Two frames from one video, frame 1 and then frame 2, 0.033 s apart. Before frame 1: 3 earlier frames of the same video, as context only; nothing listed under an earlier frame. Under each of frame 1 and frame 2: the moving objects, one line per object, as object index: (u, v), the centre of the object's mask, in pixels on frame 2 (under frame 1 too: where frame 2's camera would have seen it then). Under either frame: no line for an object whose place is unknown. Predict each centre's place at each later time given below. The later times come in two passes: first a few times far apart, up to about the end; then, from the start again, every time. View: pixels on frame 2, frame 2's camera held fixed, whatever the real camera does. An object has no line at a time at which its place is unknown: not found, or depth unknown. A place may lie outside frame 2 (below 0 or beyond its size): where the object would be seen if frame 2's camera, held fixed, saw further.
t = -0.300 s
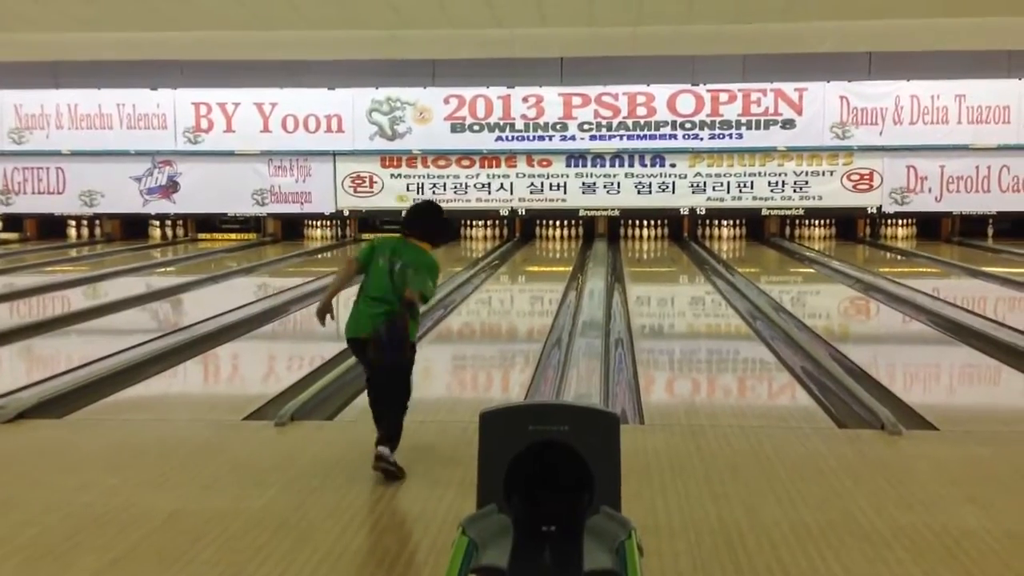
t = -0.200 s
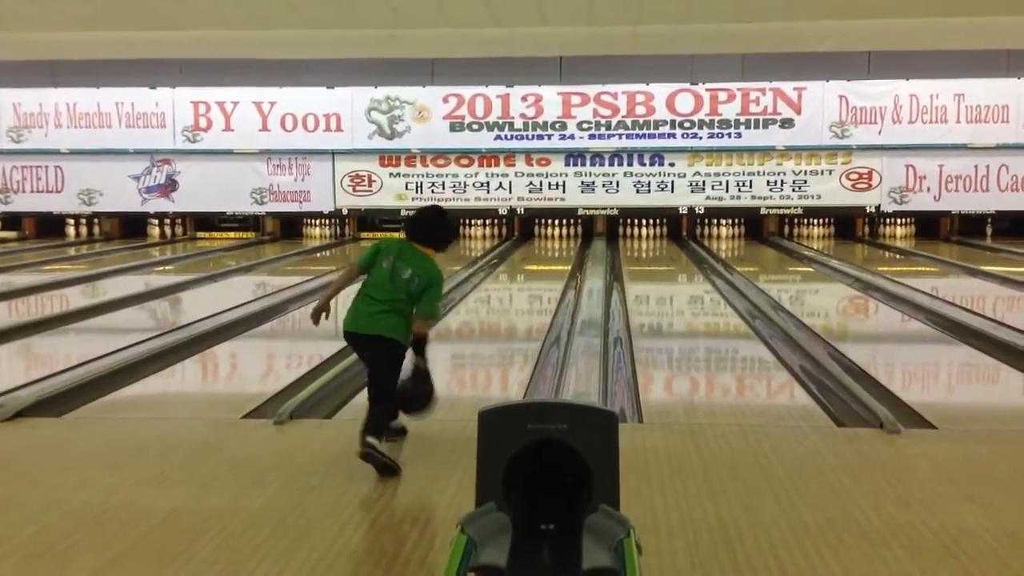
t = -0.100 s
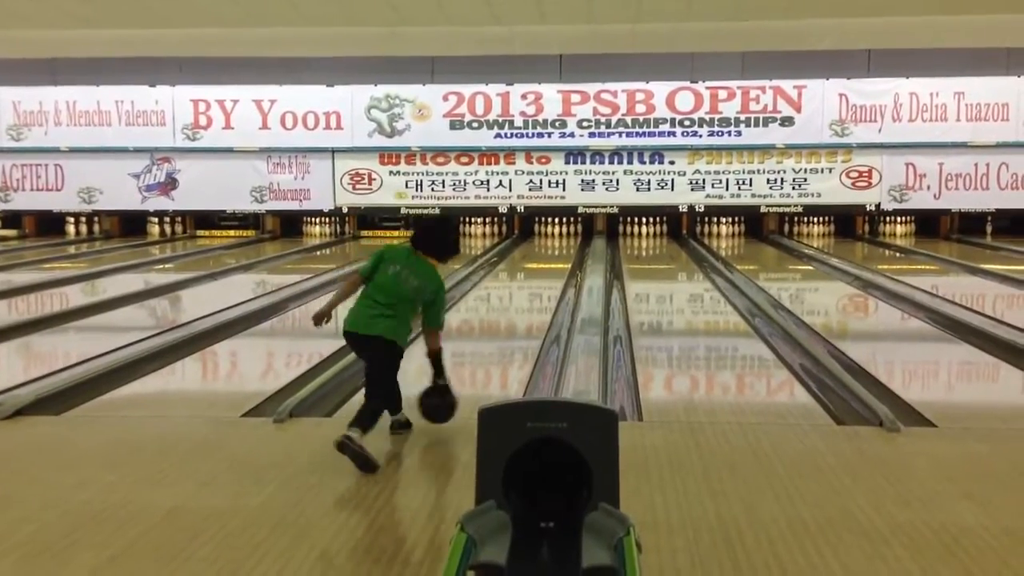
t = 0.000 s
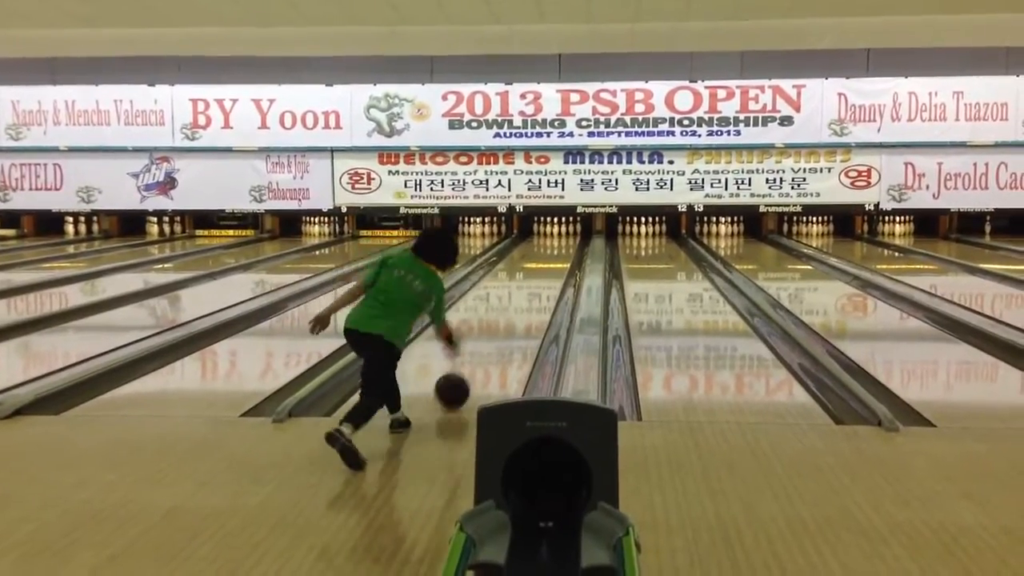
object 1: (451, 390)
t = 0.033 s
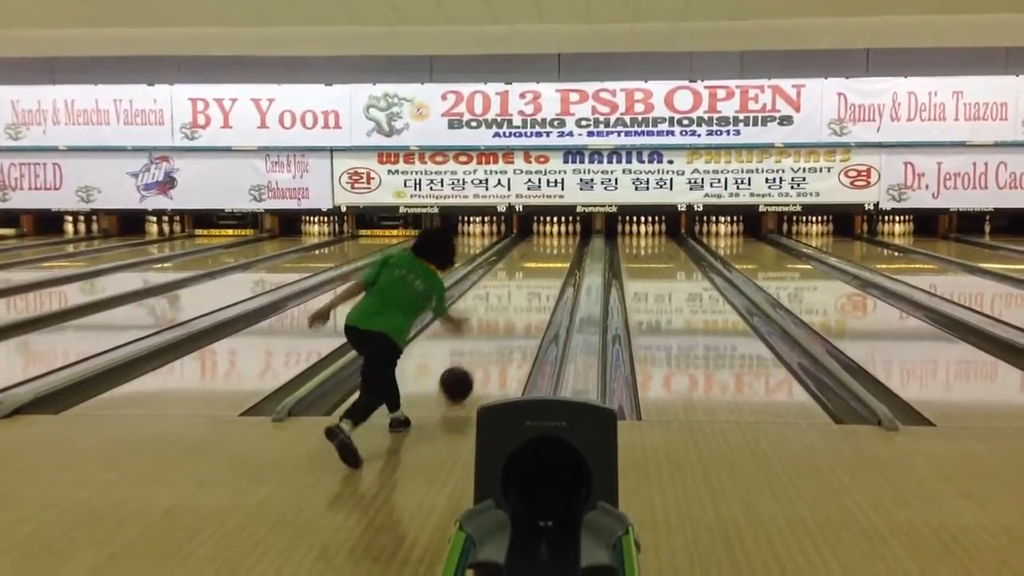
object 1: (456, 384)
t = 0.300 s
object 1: (484, 345)
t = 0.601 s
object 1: (505, 316)
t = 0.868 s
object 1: (518, 297)
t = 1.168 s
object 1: (529, 280)
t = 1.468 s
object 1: (538, 268)
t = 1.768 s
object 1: (543, 258)
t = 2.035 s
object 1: (547, 252)
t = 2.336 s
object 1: (549, 246)
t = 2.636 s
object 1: (548, 242)
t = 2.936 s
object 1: (548, 236)
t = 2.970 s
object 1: (548, 235)
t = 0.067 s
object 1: (460, 378)
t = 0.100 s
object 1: (464, 372)
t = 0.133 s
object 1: (467, 367)
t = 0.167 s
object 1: (471, 362)
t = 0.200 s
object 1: (475, 358)
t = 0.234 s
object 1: (478, 353)
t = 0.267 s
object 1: (481, 349)
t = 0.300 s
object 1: (484, 345)
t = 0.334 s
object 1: (487, 341)
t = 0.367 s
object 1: (489, 337)
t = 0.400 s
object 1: (492, 334)
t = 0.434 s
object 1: (494, 330)
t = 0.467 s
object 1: (497, 327)
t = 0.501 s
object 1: (499, 324)
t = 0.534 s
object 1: (501, 321)
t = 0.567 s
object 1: (503, 318)
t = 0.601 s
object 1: (505, 316)
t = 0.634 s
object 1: (507, 313)
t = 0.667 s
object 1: (509, 310)
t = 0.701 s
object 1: (511, 308)
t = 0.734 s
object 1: (512, 306)
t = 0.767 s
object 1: (514, 303)
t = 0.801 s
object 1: (516, 301)
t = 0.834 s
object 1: (517, 299)
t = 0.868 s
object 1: (518, 297)
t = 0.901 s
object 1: (520, 294)
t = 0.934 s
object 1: (521, 293)
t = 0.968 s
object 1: (523, 291)
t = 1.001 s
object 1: (524, 289)
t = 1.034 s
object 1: (525, 287)
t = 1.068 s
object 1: (526, 285)
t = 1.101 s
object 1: (527, 284)
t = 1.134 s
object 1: (528, 282)
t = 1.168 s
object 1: (529, 280)
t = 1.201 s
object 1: (530, 279)
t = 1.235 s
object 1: (531, 278)
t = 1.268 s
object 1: (532, 276)
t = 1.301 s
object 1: (533, 275)
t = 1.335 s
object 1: (534, 273)
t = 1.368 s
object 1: (535, 272)
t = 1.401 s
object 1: (536, 271)
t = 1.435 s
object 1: (537, 270)
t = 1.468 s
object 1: (538, 268)
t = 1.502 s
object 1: (538, 268)
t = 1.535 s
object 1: (539, 266)
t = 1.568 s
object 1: (540, 265)
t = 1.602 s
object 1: (540, 264)
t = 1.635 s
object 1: (541, 263)
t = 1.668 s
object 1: (542, 262)
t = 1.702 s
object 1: (542, 260)
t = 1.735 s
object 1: (543, 259)
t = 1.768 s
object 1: (543, 258)
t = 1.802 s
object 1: (544, 258)
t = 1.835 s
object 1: (544, 257)
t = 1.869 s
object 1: (545, 256)
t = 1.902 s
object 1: (545, 255)
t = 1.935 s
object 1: (545, 255)
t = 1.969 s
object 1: (546, 254)
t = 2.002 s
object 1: (546, 253)
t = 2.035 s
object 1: (547, 252)
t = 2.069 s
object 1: (547, 252)
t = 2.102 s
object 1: (548, 251)
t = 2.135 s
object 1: (548, 250)
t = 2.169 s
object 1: (548, 249)
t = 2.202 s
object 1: (548, 249)
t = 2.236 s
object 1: (548, 248)
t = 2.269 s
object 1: (548, 247)
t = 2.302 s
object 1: (548, 246)
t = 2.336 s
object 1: (549, 246)
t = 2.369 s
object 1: (549, 245)
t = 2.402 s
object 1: (549, 245)
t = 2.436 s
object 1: (549, 244)
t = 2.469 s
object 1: (549, 244)
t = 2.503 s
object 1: (549, 244)
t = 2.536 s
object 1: (549, 243)
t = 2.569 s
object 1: (548, 243)
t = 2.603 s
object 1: (548, 242)
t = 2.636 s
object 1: (548, 242)
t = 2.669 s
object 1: (548, 241)
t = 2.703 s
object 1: (548, 240)
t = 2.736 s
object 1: (548, 239)
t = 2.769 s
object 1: (548, 239)
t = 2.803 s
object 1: (548, 238)
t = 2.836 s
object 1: (548, 238)
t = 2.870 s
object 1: (548, 238)
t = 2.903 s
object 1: (548, 237)
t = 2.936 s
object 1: (548, 236)
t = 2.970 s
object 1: (548, 235)
